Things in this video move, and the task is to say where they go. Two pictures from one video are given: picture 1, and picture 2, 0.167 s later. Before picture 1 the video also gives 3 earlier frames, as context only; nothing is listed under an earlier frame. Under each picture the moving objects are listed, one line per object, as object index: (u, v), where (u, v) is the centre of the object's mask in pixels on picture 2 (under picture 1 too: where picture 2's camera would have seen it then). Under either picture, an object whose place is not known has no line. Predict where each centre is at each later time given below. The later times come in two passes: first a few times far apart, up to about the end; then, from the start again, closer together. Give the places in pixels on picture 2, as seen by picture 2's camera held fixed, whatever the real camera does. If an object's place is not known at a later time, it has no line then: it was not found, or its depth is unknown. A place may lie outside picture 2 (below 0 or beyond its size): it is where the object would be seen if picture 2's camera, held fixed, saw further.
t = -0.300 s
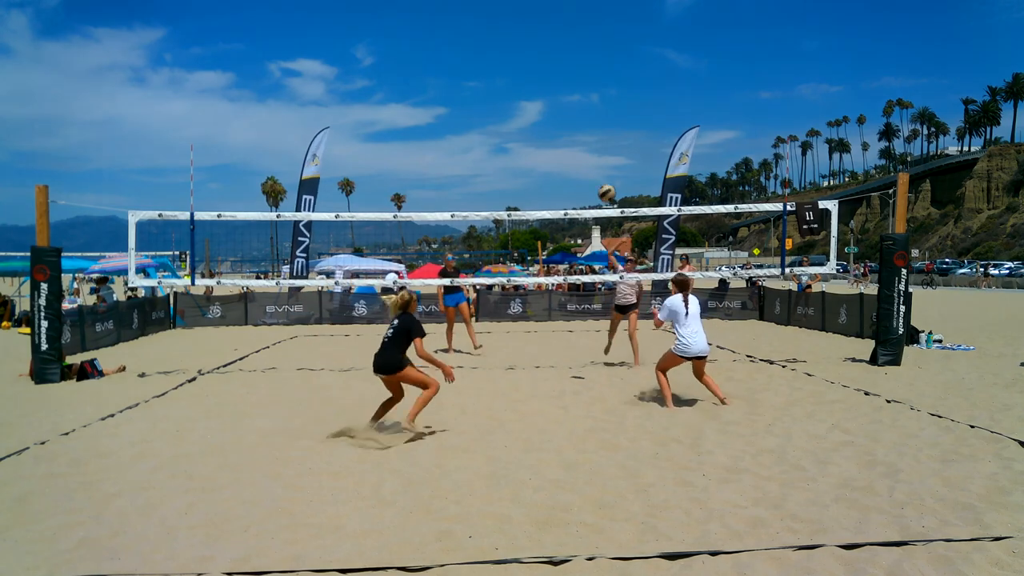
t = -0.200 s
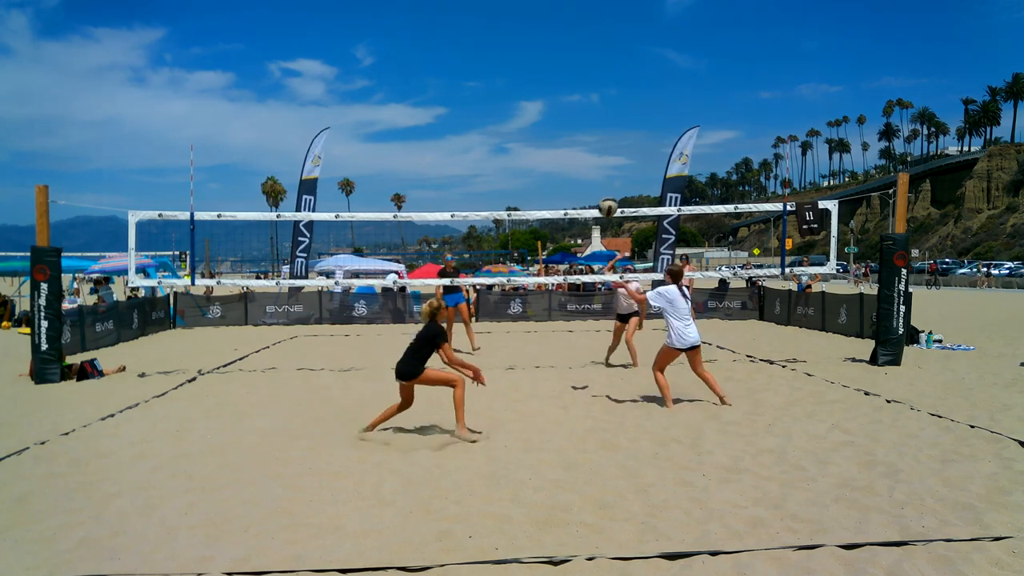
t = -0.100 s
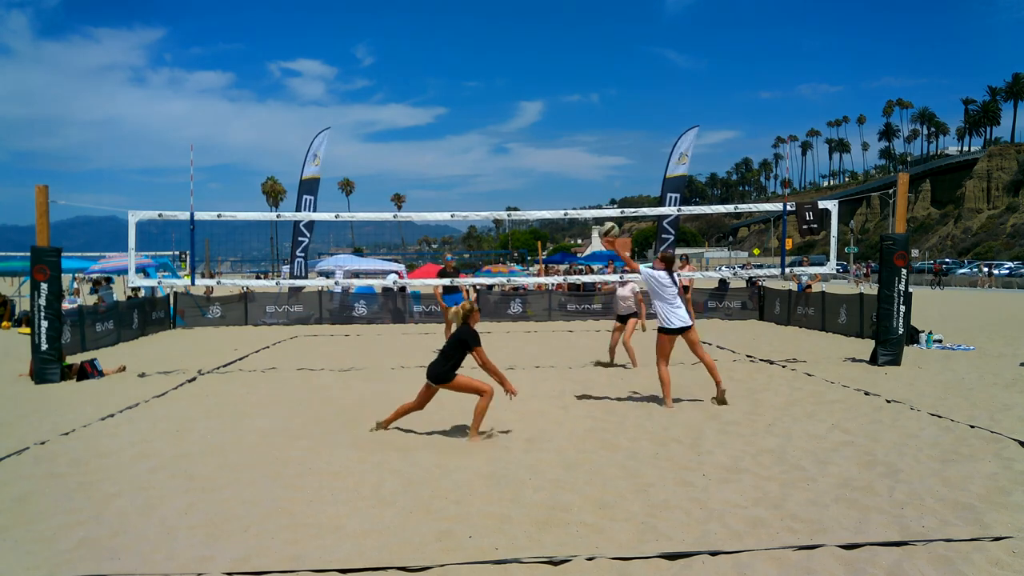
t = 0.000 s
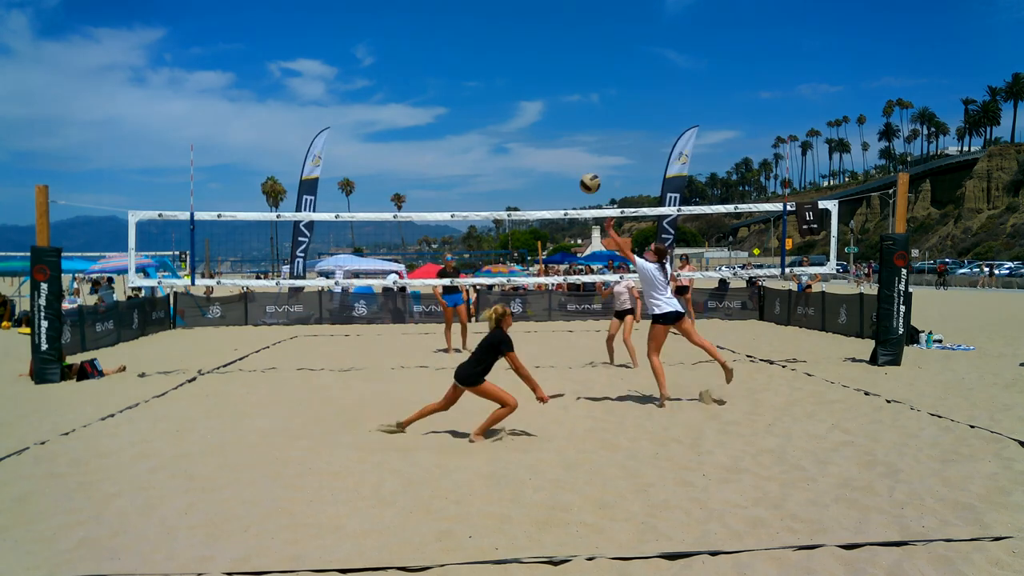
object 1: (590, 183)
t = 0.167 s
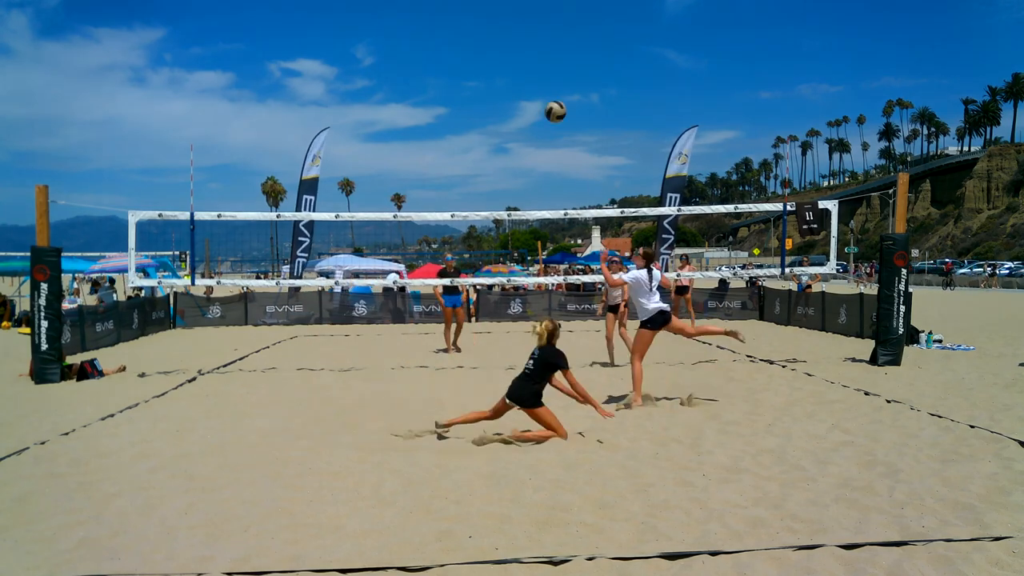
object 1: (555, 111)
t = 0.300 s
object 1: (527, 72)
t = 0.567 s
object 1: (470, 45)
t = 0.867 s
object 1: (408, 102)
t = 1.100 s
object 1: (360, 220)
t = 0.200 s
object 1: (548, 100)
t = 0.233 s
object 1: (541, 90)
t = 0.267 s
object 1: (534, 80)
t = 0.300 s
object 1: (527, 72)
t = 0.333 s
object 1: (520, 65)
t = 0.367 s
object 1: (513, 59)
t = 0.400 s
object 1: (506, 54)
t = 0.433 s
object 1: (499, 50)
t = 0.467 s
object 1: (492, 47)
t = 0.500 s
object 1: (485, 45)
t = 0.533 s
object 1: (477, 44)
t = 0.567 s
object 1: (470, 45)
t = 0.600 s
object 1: (463, 46)
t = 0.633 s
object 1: (456, 49)
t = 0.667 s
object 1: (449, 53)
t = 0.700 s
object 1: (442, 58)
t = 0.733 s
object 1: (435, 64)
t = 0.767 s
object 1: (428, 72)
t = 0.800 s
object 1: (421, 81)
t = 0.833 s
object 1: (414, 91)
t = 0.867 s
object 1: (408, 102)
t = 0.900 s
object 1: (400, 115)
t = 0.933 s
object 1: (393, 130)
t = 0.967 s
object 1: (387, 145)
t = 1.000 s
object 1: (380, 162)
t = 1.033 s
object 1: (374, 180)
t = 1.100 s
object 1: (360, 220)
